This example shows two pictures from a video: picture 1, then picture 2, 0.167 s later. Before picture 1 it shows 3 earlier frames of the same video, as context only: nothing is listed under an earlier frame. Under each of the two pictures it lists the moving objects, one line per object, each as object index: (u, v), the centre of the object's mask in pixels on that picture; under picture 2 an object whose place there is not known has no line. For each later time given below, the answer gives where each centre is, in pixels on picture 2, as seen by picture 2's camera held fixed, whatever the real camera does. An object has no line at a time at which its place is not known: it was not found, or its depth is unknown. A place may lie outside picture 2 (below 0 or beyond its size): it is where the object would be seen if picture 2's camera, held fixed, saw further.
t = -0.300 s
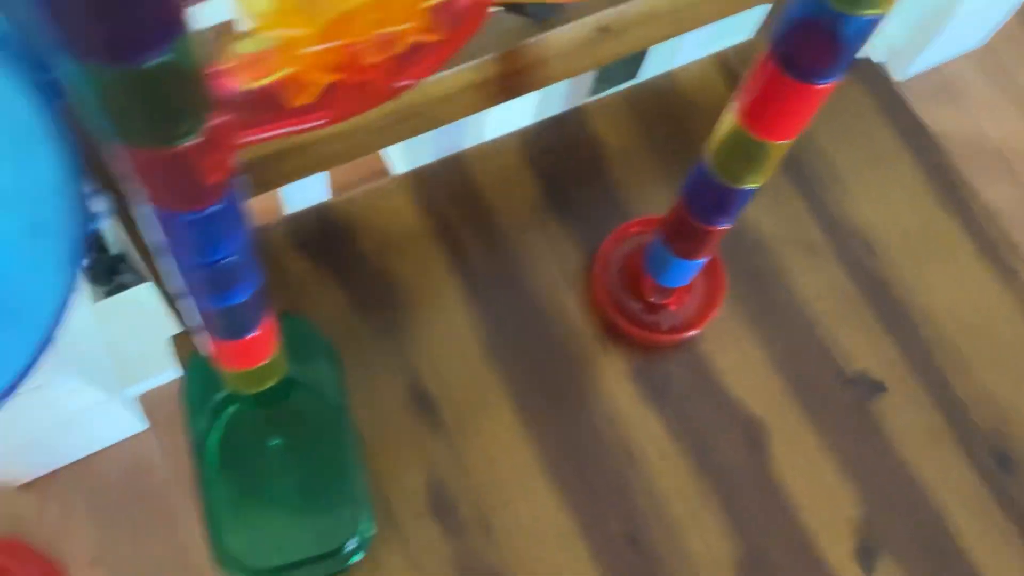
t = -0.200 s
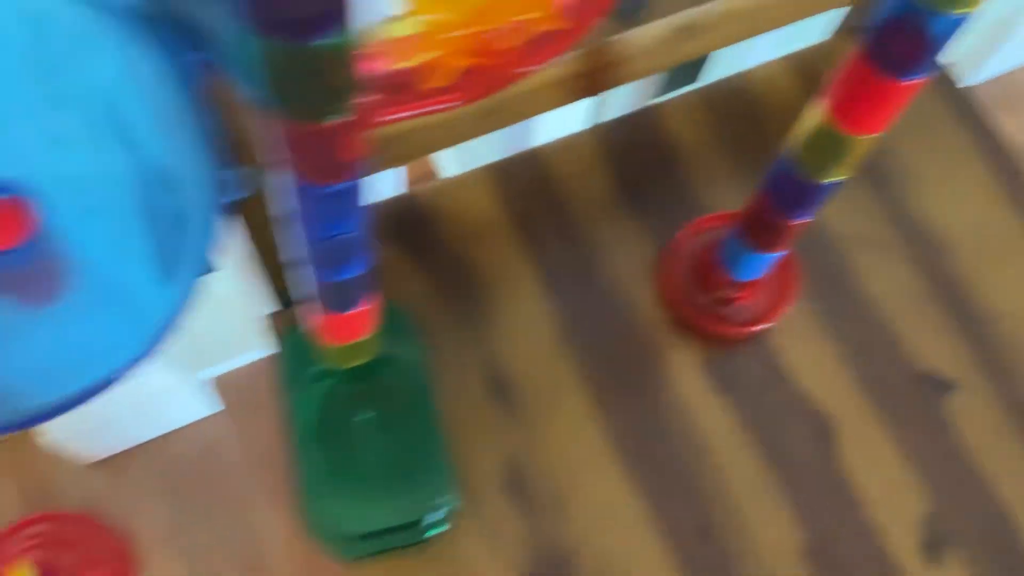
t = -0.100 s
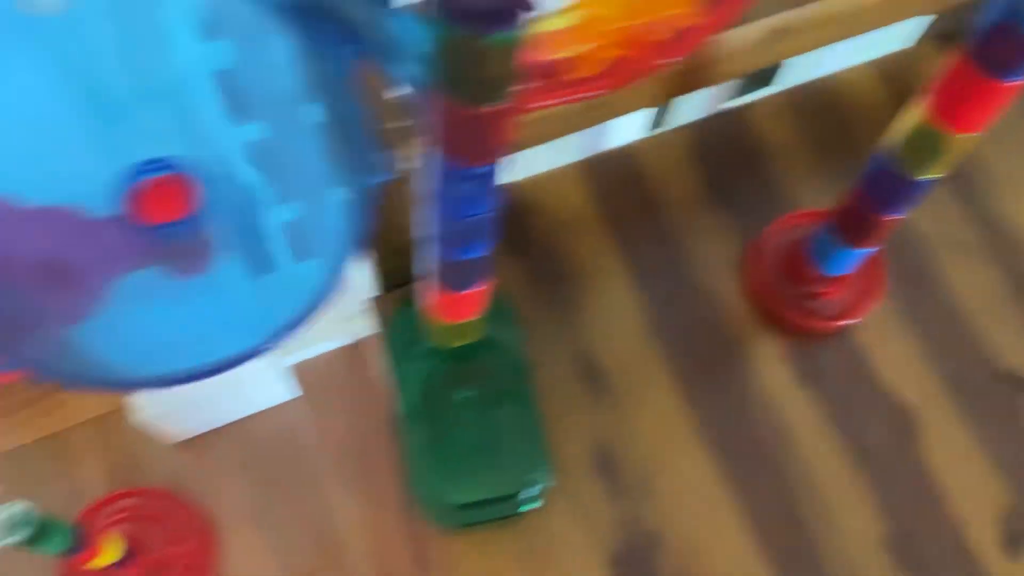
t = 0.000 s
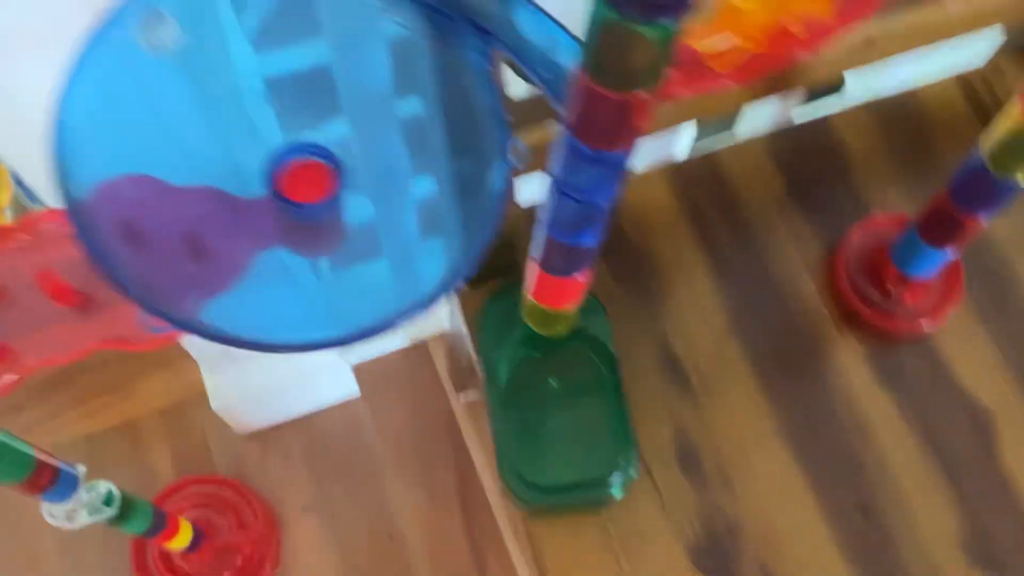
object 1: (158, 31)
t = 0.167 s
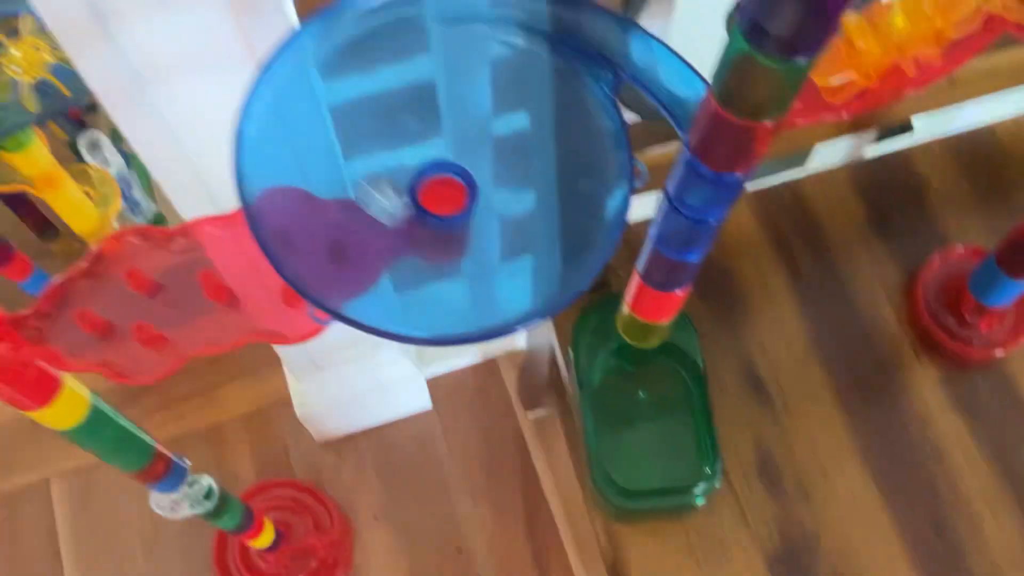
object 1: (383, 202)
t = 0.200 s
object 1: (418, 225)
